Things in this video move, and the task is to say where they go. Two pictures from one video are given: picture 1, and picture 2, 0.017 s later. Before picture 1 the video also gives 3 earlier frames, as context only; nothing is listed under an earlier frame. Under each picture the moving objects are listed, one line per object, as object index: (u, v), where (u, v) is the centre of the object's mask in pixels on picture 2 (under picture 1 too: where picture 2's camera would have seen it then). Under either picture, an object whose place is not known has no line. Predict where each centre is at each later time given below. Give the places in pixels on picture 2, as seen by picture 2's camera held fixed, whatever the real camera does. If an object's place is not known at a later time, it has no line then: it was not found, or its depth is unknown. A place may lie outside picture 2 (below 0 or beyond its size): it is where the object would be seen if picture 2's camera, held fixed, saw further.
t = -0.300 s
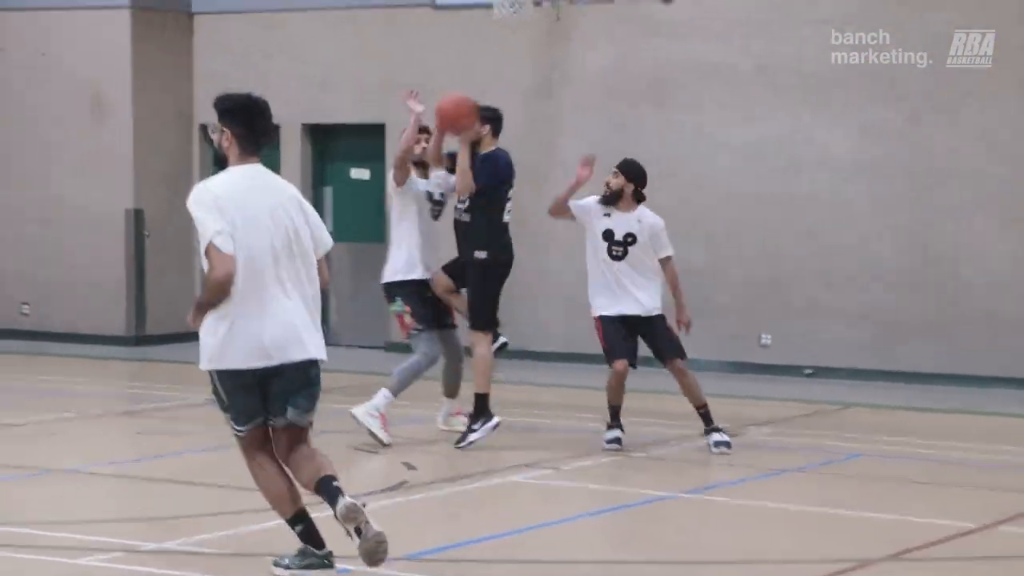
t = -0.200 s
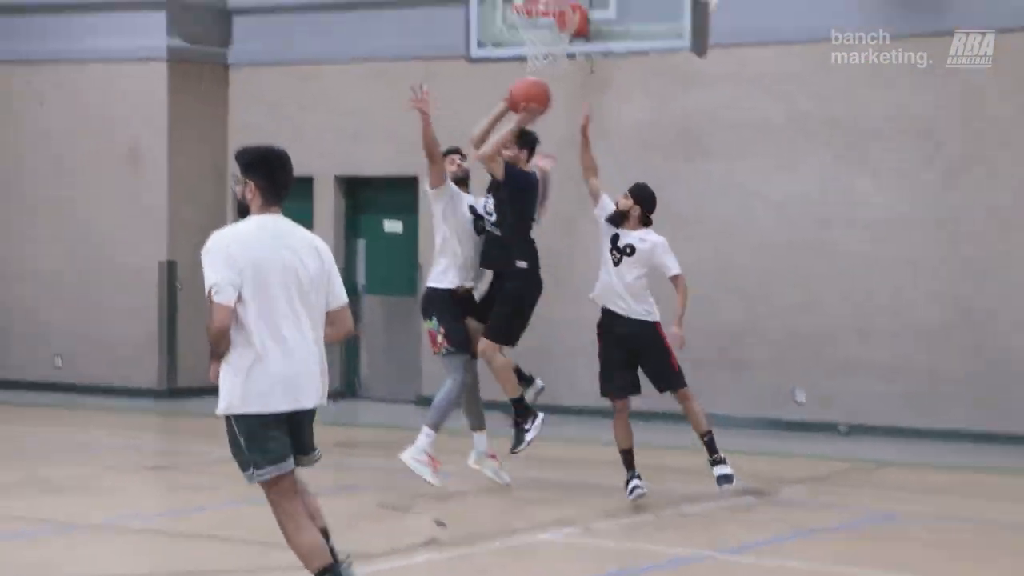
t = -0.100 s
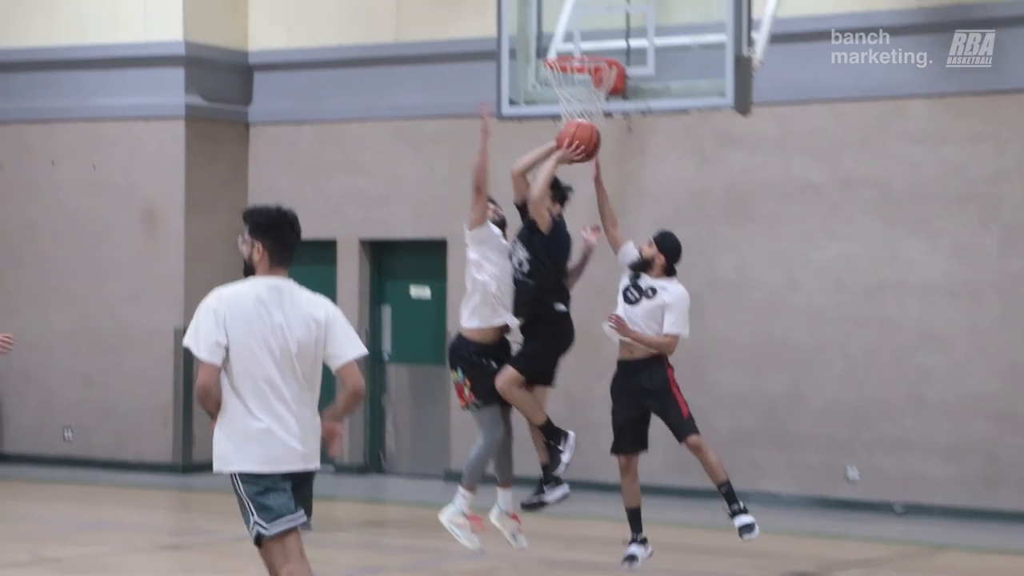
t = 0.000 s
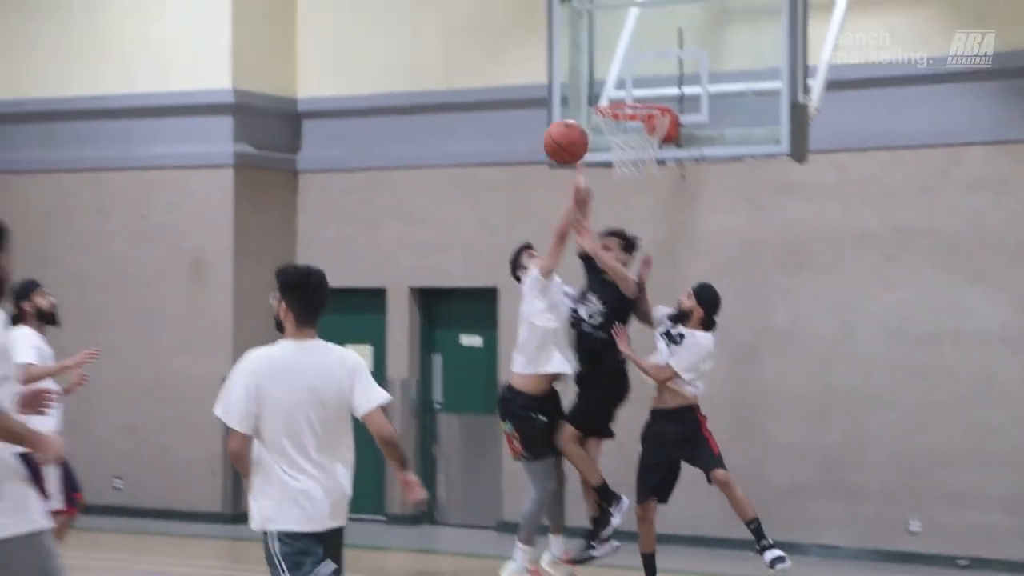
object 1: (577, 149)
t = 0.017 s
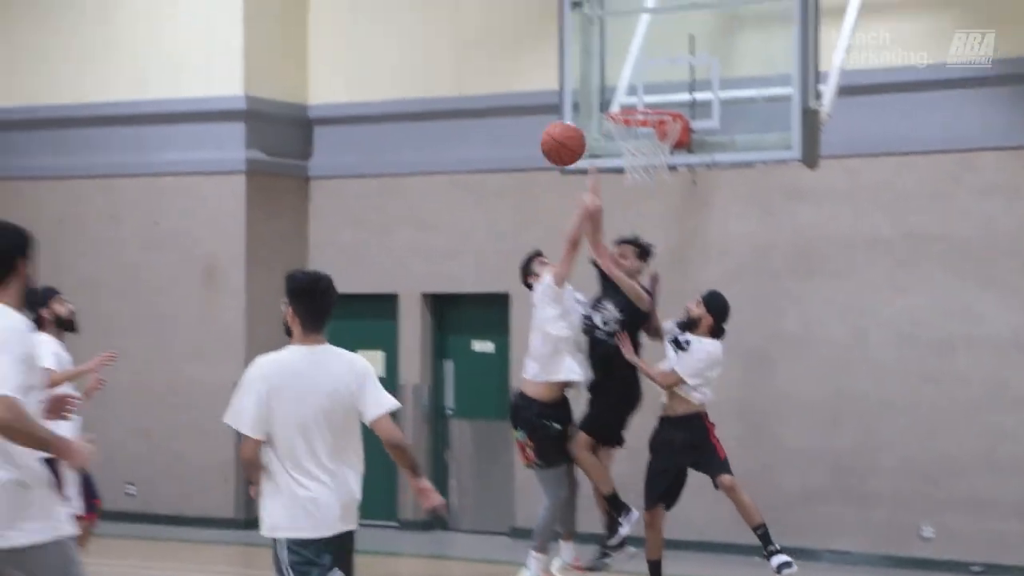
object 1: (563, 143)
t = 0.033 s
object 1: (548, 139)
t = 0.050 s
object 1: (533, 135)
